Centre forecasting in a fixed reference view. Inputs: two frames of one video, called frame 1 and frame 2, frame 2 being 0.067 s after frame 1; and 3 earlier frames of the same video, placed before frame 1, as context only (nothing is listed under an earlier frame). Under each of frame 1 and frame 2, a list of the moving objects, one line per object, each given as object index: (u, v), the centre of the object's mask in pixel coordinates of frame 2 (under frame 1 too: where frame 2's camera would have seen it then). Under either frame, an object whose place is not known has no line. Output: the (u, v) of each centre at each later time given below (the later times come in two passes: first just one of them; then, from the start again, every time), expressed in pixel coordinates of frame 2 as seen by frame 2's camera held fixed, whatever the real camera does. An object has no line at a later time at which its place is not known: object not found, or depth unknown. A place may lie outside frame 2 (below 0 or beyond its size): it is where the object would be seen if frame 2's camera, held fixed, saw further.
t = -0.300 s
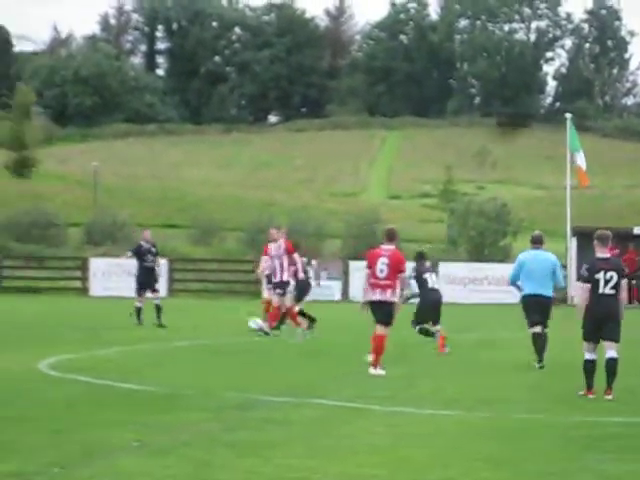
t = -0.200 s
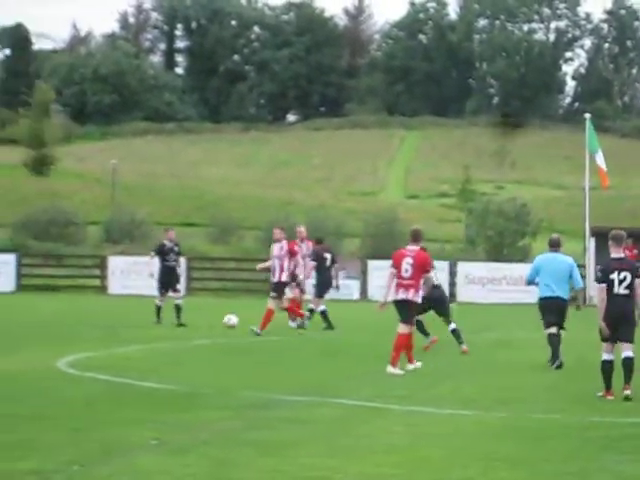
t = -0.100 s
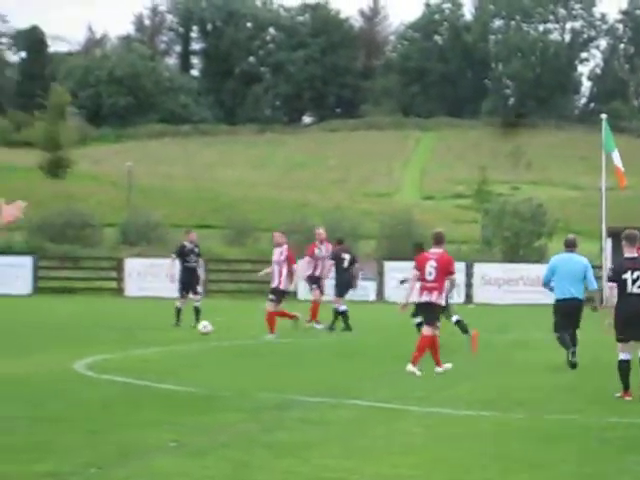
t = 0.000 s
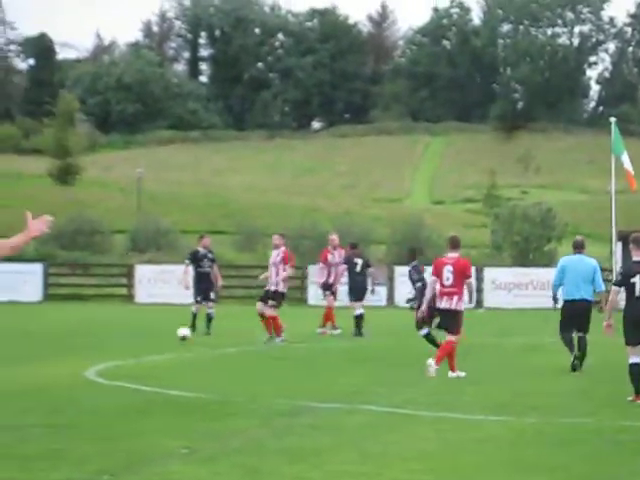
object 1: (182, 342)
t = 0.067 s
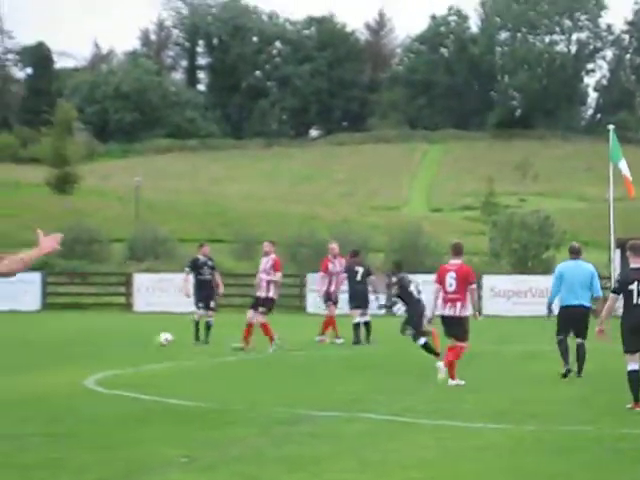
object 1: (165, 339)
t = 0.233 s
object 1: (125, 345)
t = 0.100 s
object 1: (157, 338)
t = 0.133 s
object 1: (149, 339)
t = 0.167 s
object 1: (141, 340)
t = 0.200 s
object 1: (131, 343)
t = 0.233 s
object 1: (125, 345)
